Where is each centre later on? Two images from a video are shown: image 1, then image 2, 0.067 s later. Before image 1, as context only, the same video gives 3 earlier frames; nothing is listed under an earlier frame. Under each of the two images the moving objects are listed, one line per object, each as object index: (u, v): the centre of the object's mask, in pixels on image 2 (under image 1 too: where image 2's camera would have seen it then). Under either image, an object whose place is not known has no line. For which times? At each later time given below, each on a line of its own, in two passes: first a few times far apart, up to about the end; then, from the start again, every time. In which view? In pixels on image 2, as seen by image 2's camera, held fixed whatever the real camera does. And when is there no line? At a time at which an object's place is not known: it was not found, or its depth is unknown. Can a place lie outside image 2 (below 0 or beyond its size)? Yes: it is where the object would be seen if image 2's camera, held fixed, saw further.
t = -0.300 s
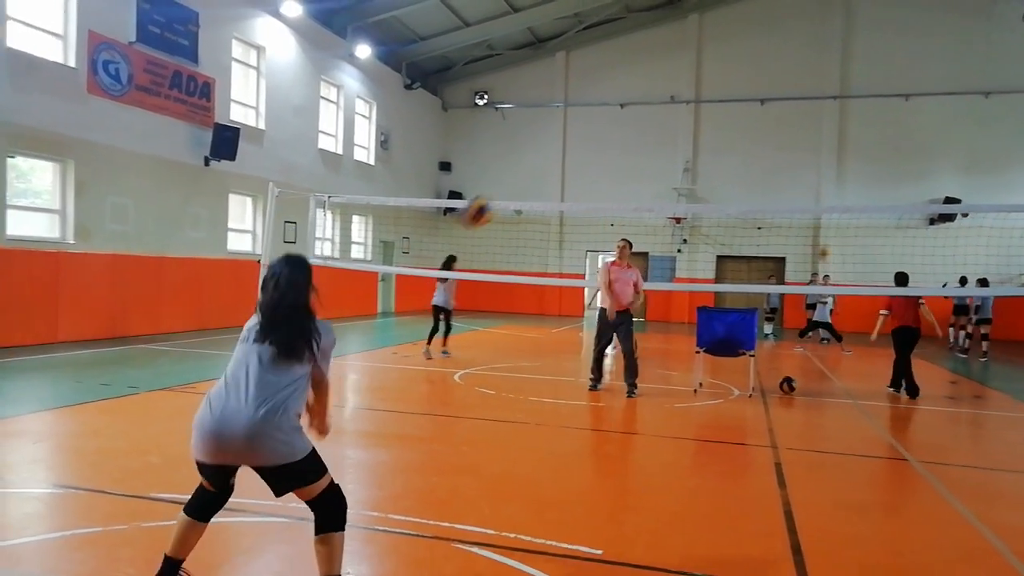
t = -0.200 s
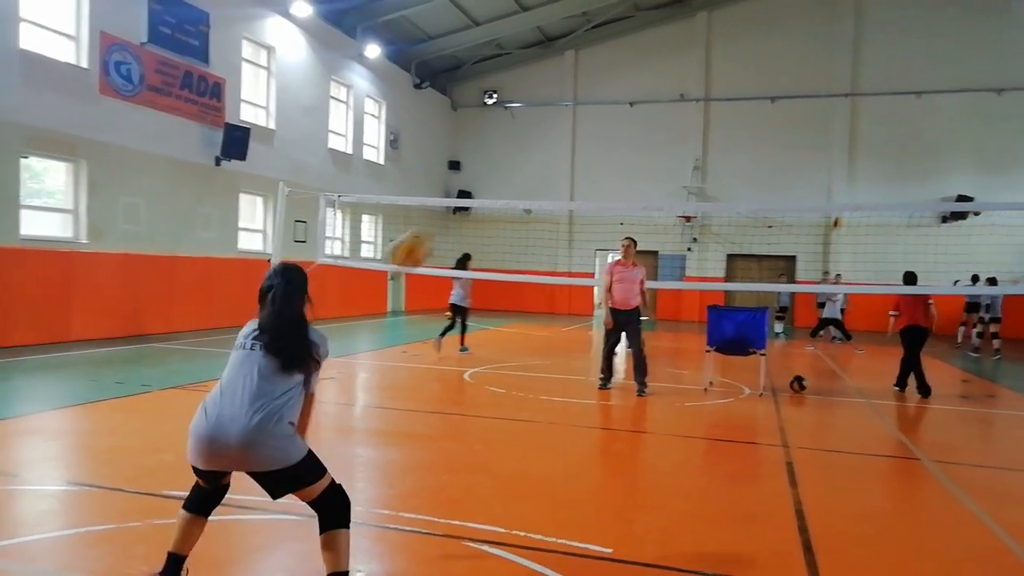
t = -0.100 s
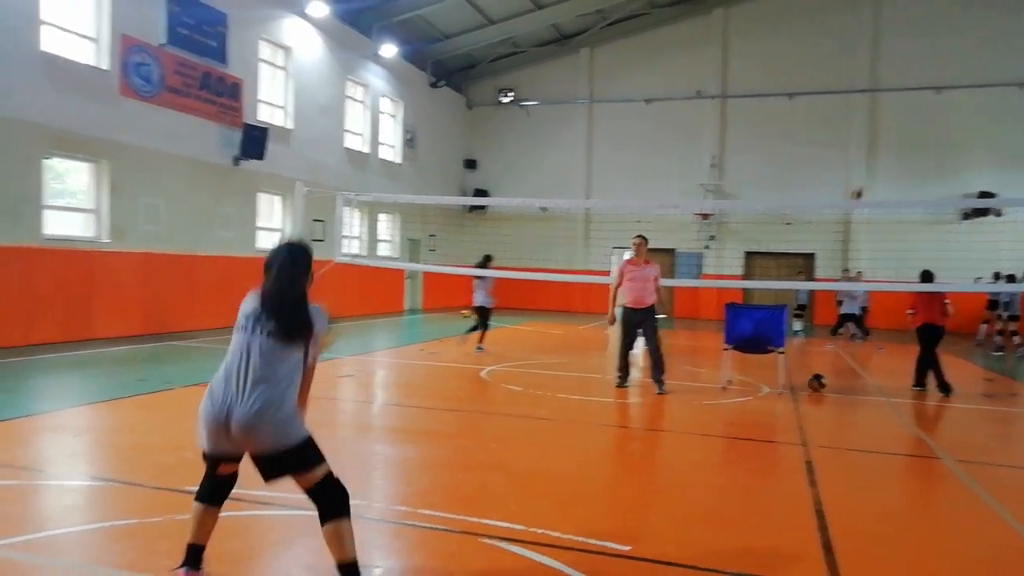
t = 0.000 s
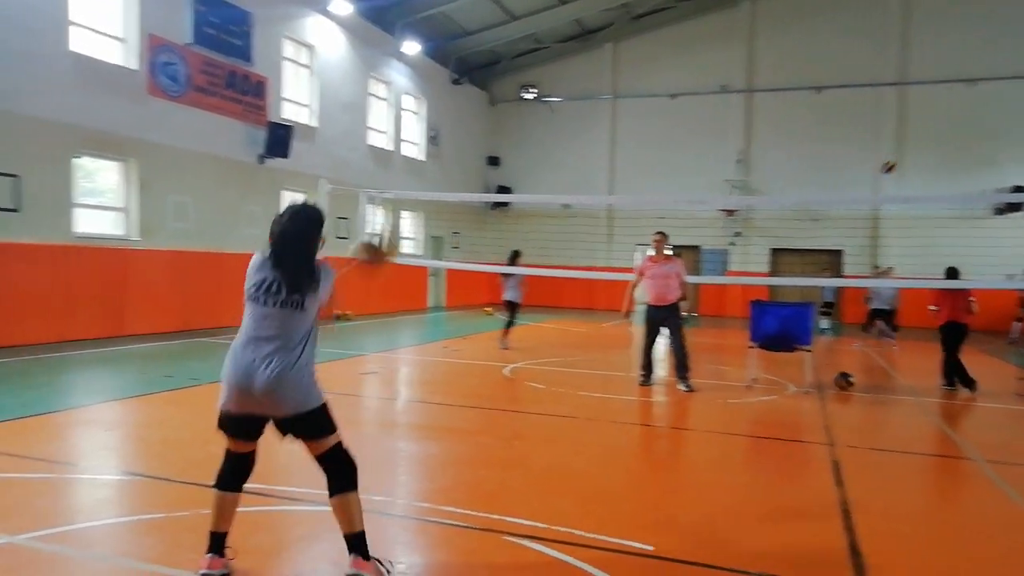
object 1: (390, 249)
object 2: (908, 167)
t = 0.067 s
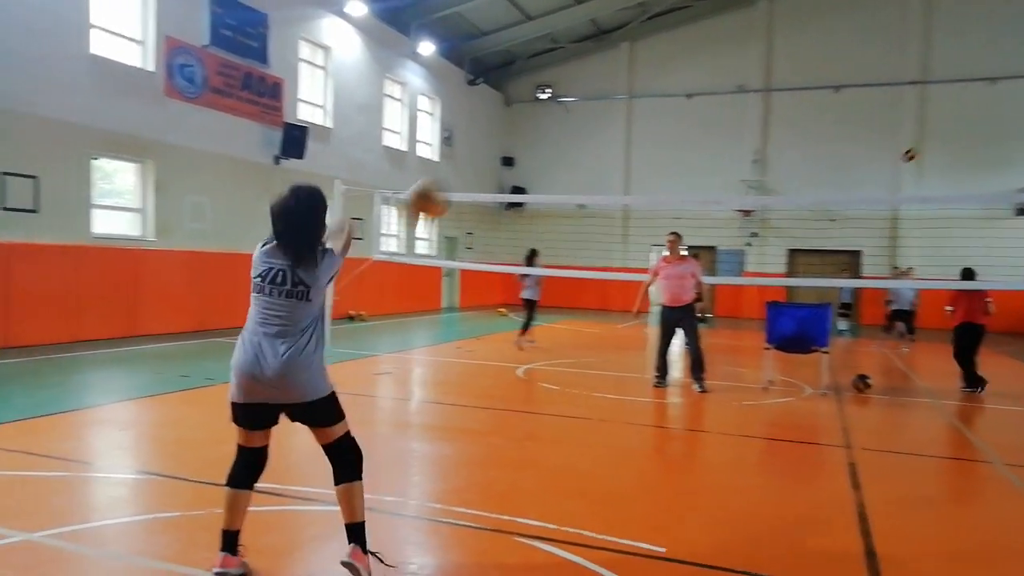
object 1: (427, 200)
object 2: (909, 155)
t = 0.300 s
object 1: (520, 115)
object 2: (910, 132)
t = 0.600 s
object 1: (604, 144)
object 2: (909, 151)
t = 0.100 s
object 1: (443, 181)
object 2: (910, 150)
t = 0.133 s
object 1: (457, 165)
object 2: (910, 145)
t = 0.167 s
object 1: (469, 151)
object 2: (910, 141)
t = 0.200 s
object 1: (484, 139)
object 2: (910, 137)
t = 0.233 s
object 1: (497, 128)
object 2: (910, 135)
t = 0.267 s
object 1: (509, 121)
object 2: (910, 133)
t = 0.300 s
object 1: (520, 115)
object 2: (910, 132)
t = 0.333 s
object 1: (530, 111)
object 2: (910, 131)
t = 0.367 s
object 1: (541, 109)
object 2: (910, 131)
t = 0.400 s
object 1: (552, 110)
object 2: (910, 131)
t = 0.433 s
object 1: (561, 111)
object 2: (910, 133)
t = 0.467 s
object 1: (570, 114)
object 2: (909, 135)
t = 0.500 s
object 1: (581, 121)
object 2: (908, 137)
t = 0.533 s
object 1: (590, 127)
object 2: (908, 141)
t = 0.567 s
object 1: (597, 134)
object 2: (909, 146)
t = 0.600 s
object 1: (604, 144)
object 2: (909, 151)
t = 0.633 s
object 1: (613, 155)
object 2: (908, 157)
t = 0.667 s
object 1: (621, 166)
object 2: (908, 163)
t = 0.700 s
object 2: (907, 171)
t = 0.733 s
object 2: (907, 179)
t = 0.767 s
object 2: (907, 188)
